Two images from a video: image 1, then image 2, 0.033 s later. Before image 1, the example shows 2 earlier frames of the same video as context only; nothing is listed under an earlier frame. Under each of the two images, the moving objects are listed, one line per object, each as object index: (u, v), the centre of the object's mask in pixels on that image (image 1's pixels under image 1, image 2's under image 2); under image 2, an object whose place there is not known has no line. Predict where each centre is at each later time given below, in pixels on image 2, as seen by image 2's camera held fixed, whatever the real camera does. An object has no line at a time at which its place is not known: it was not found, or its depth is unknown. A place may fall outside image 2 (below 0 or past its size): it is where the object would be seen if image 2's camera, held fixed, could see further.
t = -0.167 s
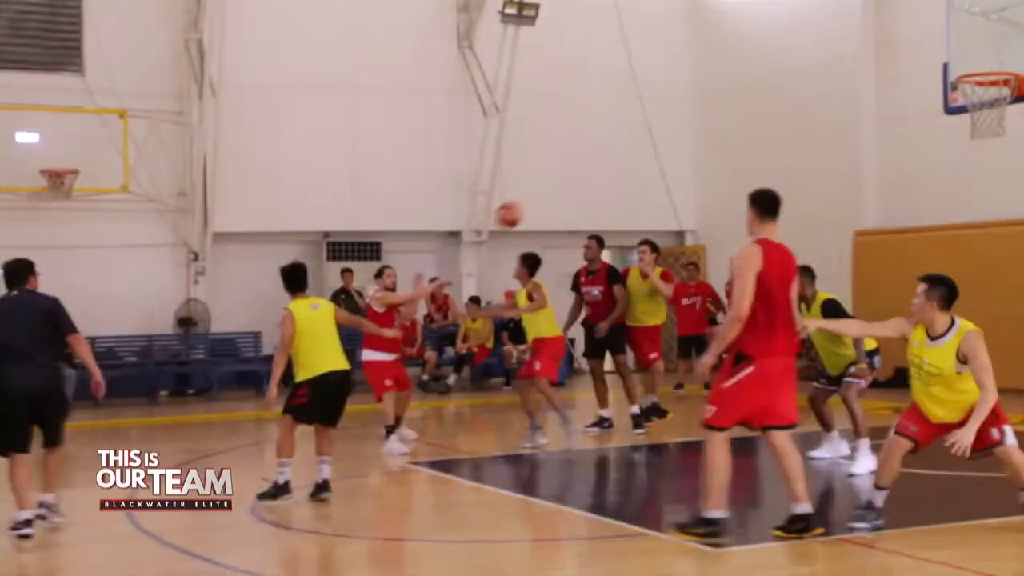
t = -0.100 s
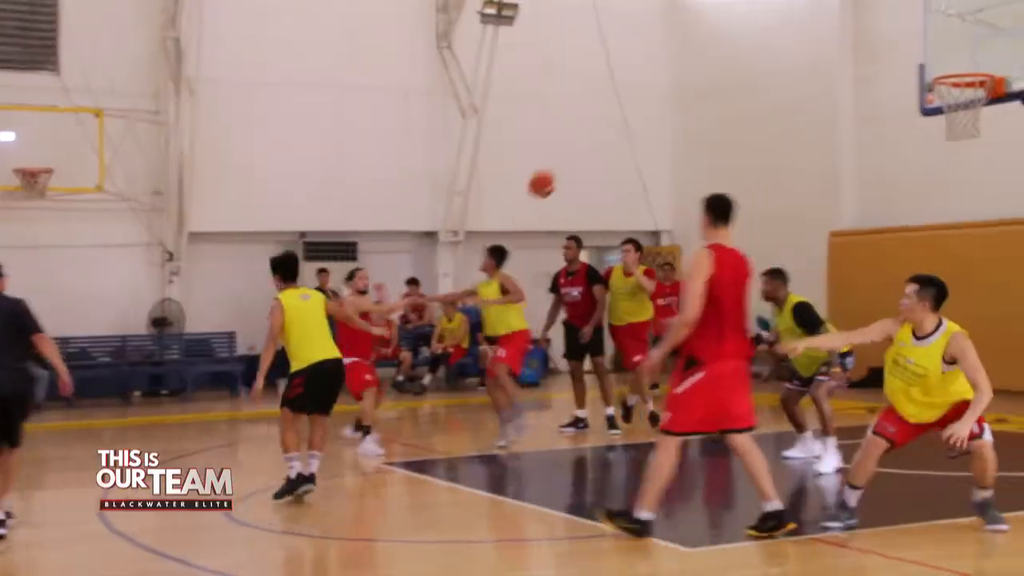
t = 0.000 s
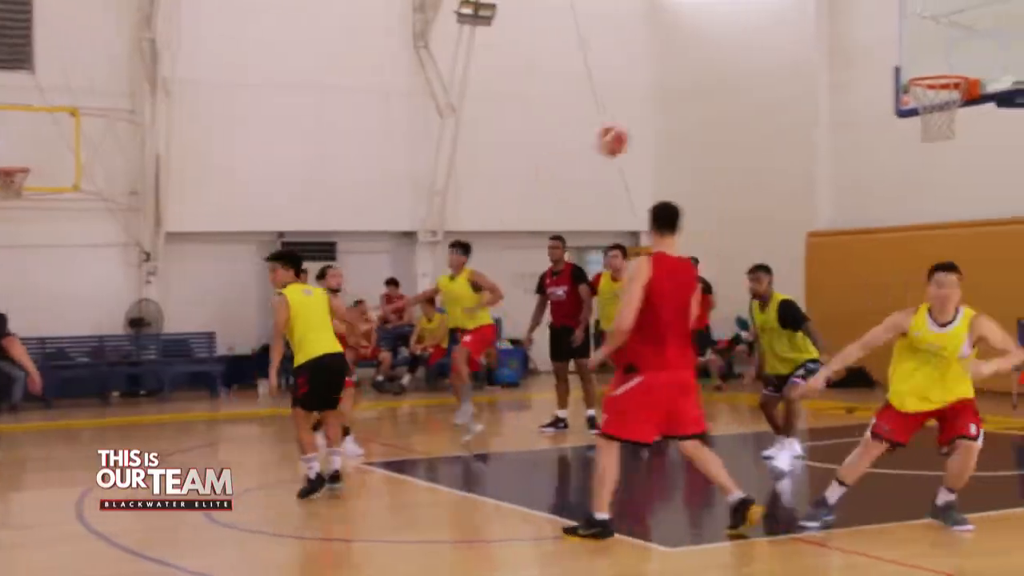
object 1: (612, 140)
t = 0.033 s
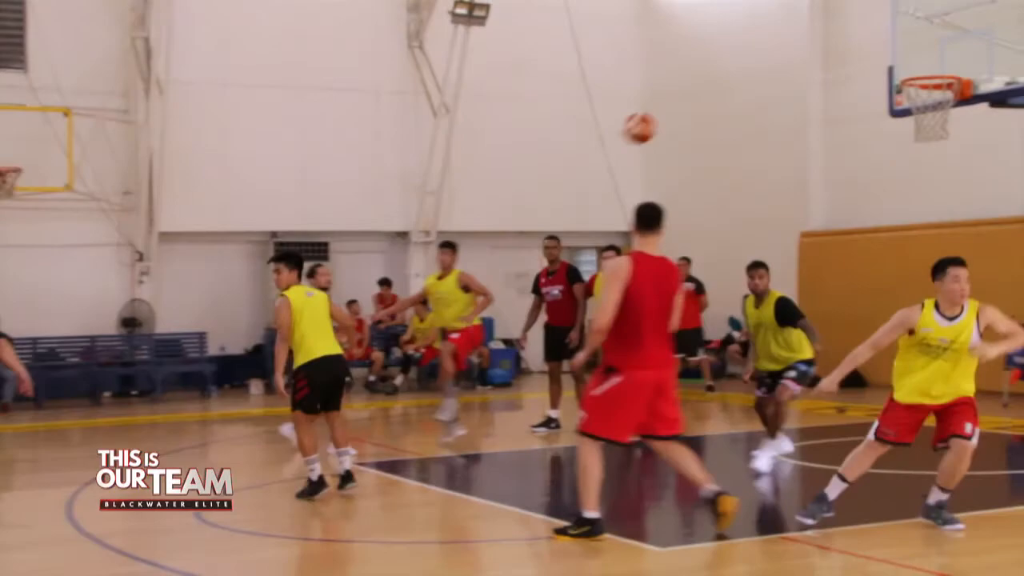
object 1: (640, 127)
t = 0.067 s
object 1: (676, 115)
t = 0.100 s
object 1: (717, 104)
